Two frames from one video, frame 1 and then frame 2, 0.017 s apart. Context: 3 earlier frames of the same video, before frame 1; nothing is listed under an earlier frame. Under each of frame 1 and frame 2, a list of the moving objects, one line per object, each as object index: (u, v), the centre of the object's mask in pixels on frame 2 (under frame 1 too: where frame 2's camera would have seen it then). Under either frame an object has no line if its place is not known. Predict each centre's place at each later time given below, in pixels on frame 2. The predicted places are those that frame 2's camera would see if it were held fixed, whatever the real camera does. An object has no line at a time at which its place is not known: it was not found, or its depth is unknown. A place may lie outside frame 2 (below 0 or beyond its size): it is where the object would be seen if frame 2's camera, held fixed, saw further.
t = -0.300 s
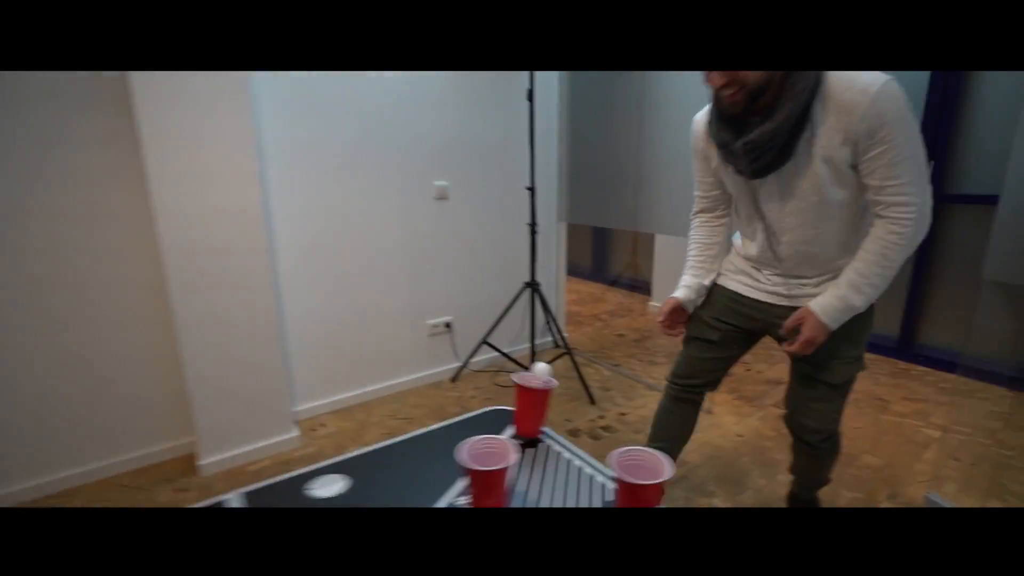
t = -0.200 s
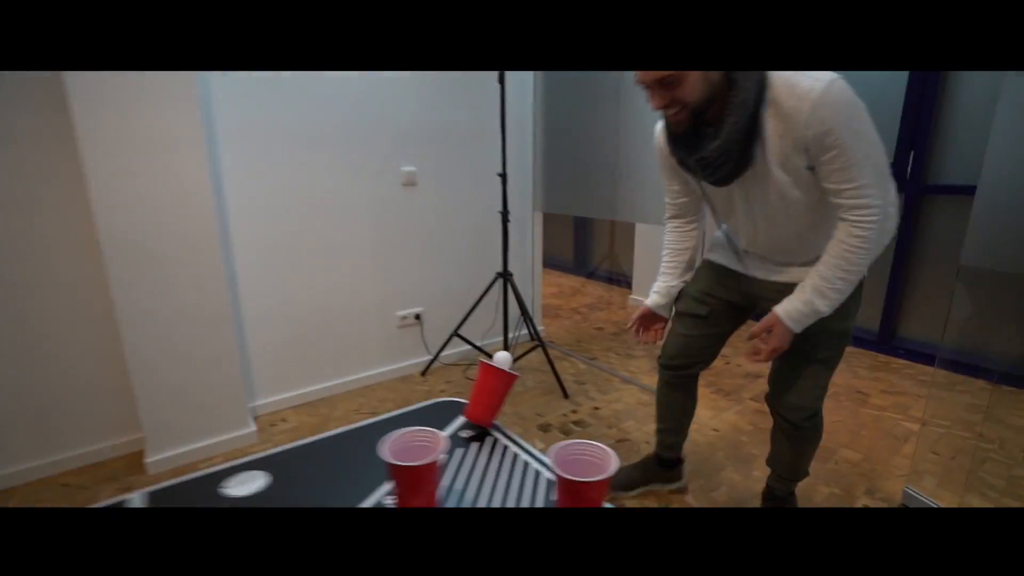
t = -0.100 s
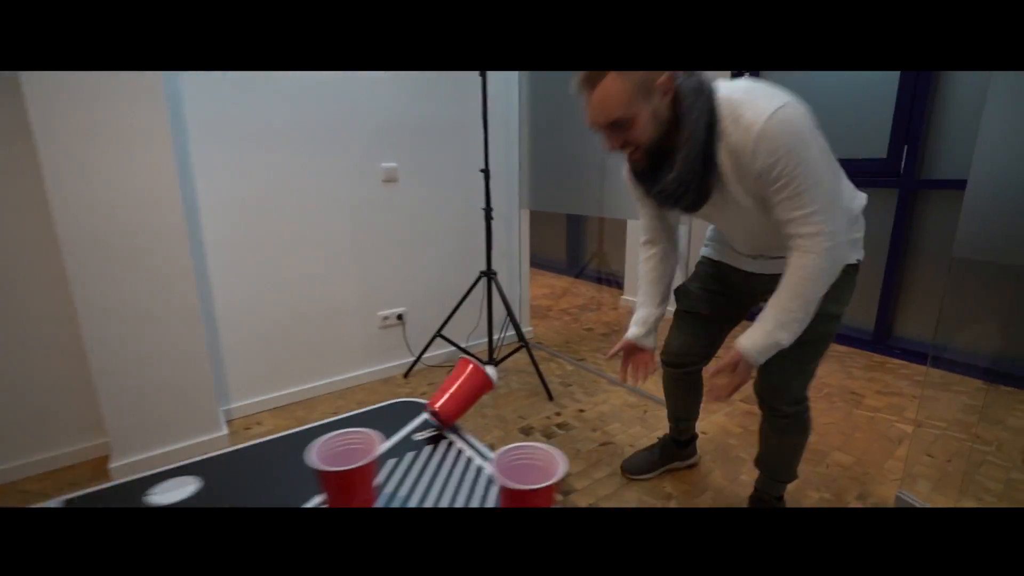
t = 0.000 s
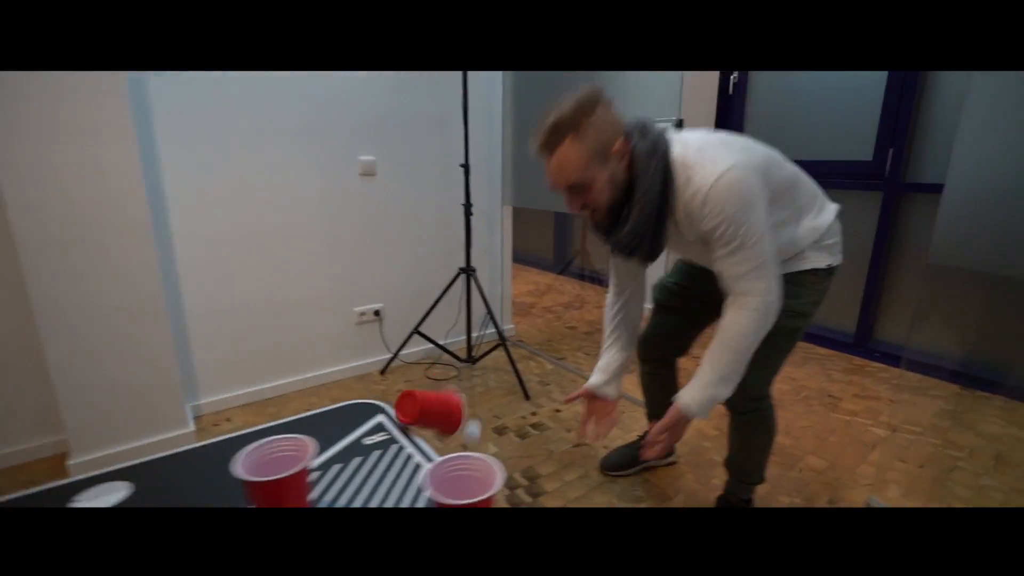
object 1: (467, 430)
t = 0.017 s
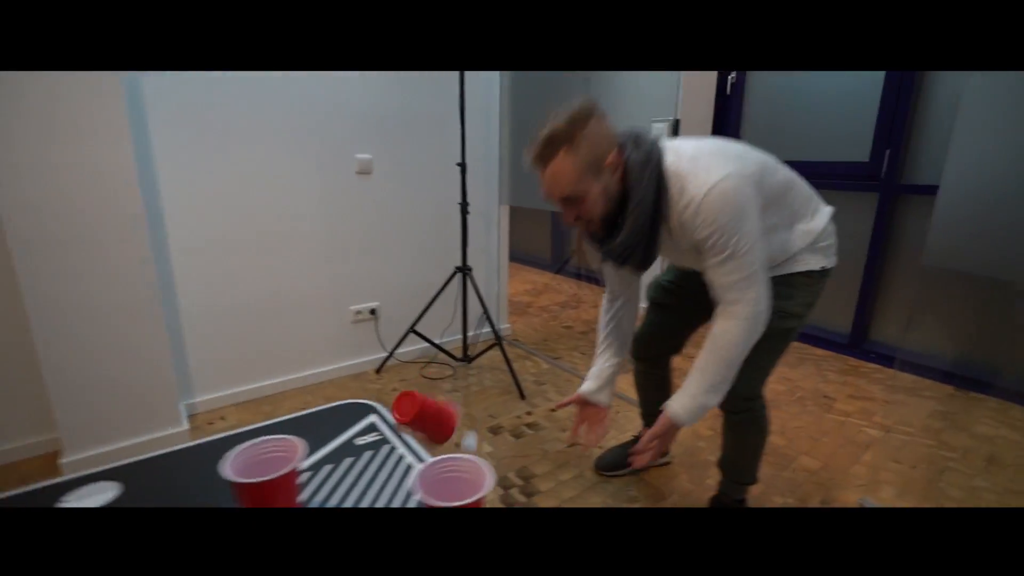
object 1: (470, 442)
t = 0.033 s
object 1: (473, 453)
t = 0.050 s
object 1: (478, 469)
